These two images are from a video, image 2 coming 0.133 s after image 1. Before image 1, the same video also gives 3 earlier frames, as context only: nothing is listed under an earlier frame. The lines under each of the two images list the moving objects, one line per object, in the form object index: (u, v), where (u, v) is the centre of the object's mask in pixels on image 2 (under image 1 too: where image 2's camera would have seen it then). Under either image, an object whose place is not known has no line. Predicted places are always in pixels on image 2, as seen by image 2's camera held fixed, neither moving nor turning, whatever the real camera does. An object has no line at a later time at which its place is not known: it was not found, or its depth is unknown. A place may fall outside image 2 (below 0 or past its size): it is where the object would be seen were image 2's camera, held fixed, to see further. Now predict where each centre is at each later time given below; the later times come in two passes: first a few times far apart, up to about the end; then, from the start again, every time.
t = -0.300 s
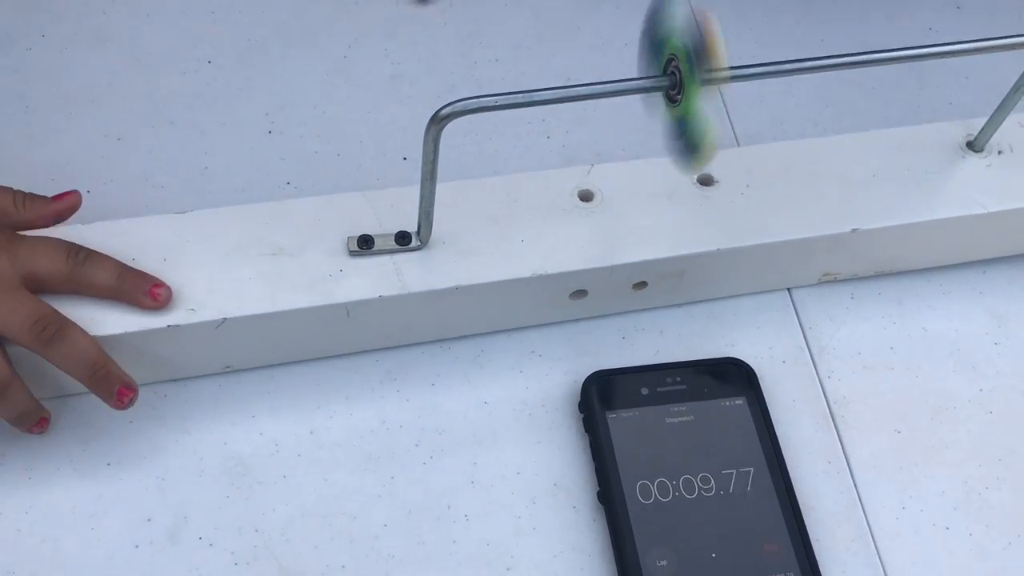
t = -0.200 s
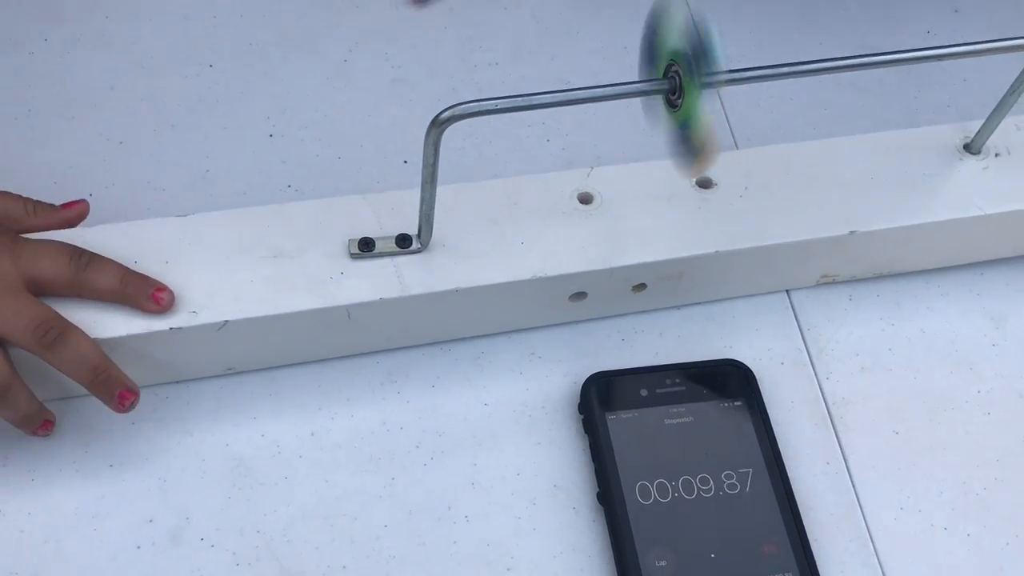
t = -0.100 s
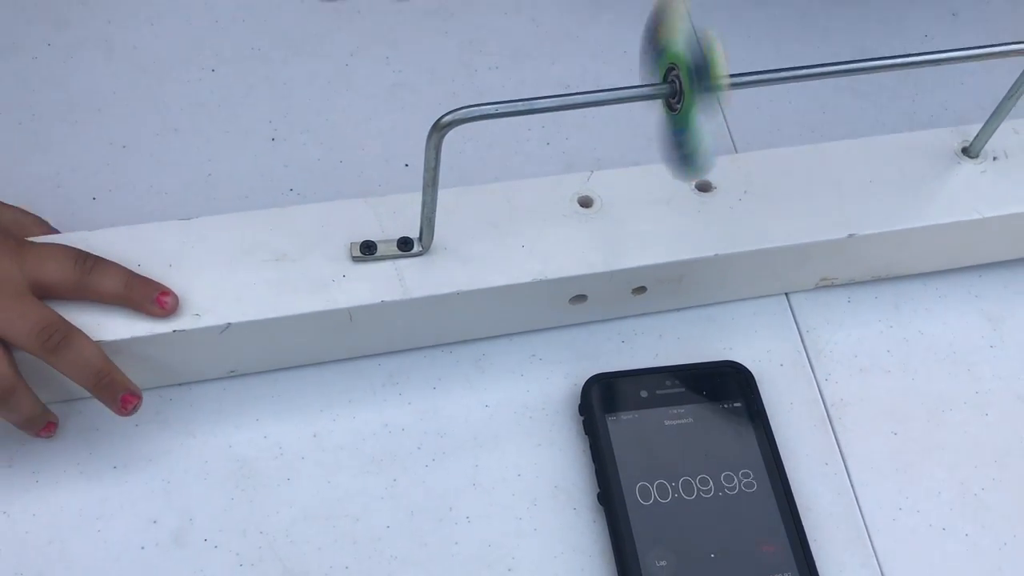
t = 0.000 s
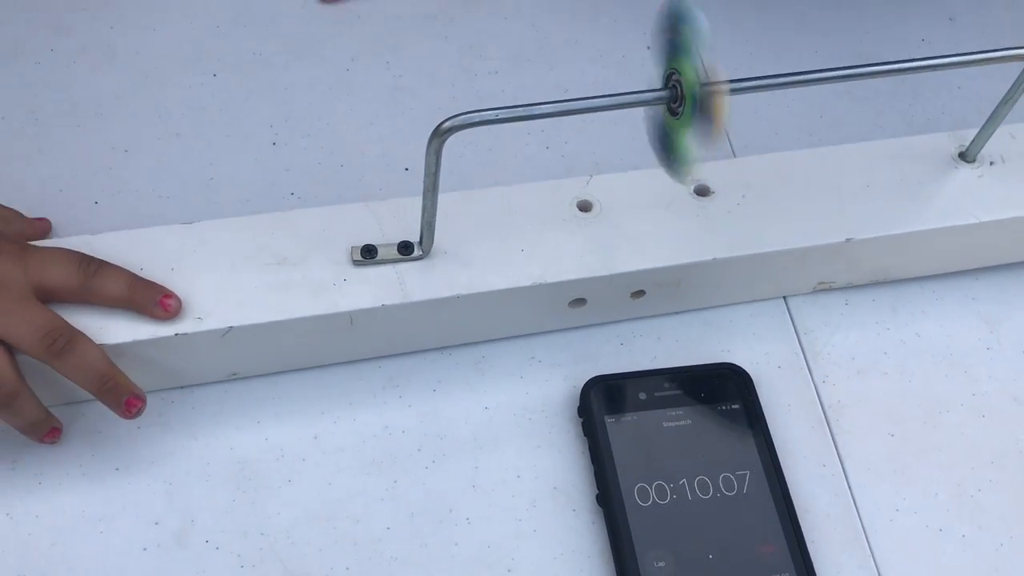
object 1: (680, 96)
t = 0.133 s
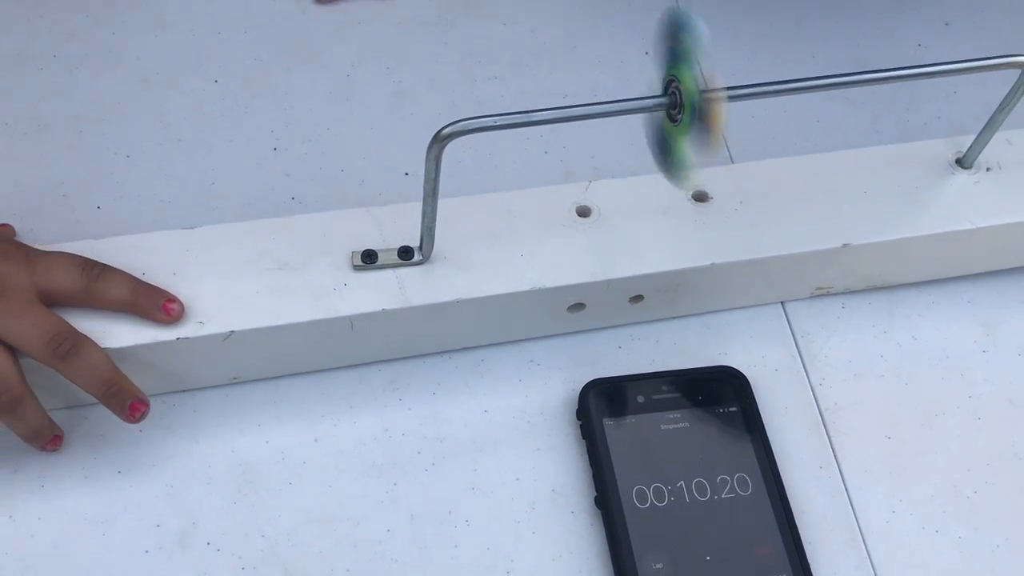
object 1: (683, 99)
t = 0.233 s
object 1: (684, 97)
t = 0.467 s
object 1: (688, 100)
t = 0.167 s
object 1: (681, 97)
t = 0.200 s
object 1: (684, 101)
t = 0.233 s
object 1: (684, 97)
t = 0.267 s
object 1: (684, 101)
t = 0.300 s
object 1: (686, 99)
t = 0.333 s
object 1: (684, 97)
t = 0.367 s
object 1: (687, 100)
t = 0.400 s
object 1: (688, 101)
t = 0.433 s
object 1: (689, 96)
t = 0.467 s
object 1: (688, 100)
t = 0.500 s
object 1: (690, 100)
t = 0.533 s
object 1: (691, 98)
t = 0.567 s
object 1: (691, 97)
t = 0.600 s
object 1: (692, 97)
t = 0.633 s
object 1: (693, 103)
